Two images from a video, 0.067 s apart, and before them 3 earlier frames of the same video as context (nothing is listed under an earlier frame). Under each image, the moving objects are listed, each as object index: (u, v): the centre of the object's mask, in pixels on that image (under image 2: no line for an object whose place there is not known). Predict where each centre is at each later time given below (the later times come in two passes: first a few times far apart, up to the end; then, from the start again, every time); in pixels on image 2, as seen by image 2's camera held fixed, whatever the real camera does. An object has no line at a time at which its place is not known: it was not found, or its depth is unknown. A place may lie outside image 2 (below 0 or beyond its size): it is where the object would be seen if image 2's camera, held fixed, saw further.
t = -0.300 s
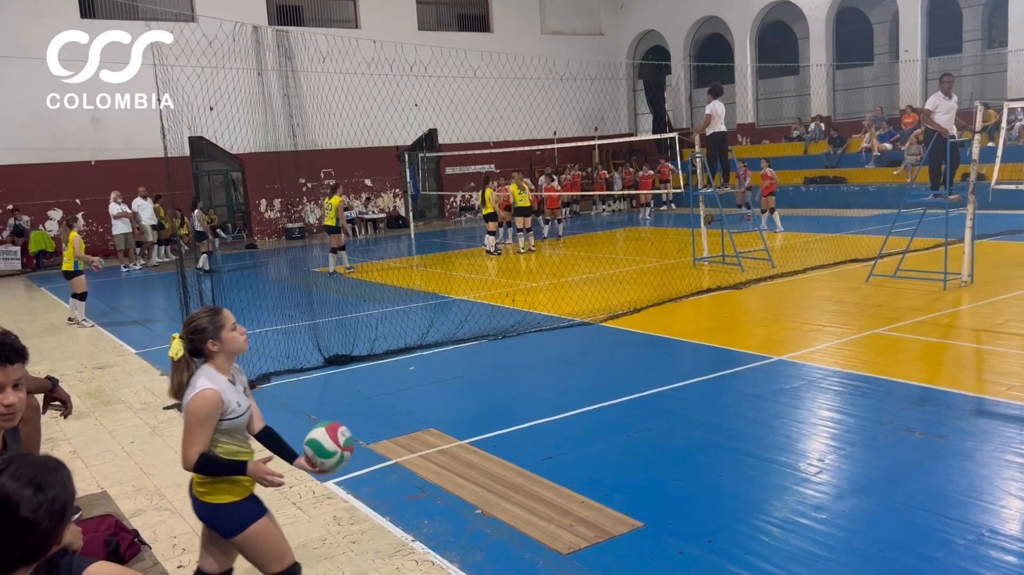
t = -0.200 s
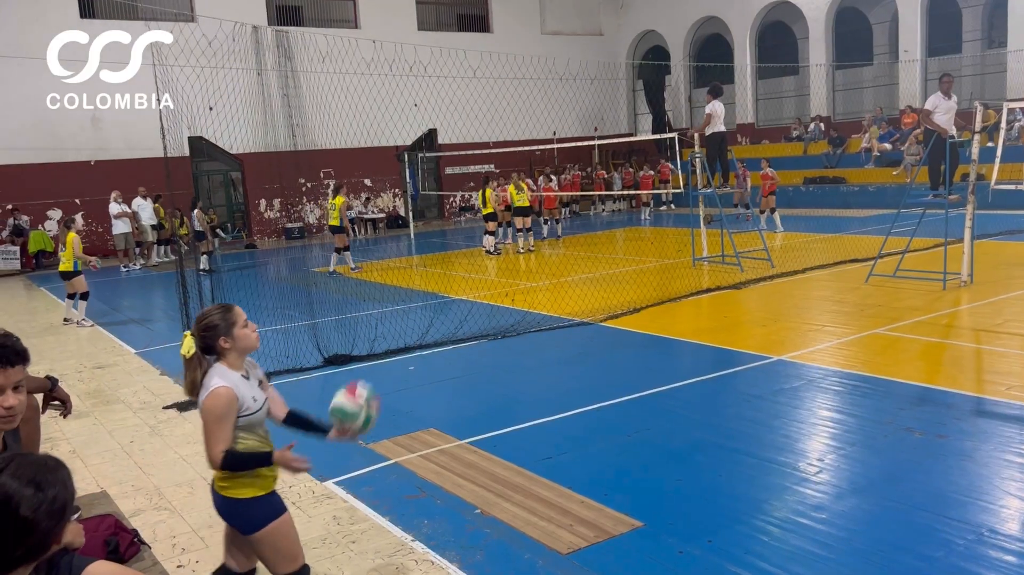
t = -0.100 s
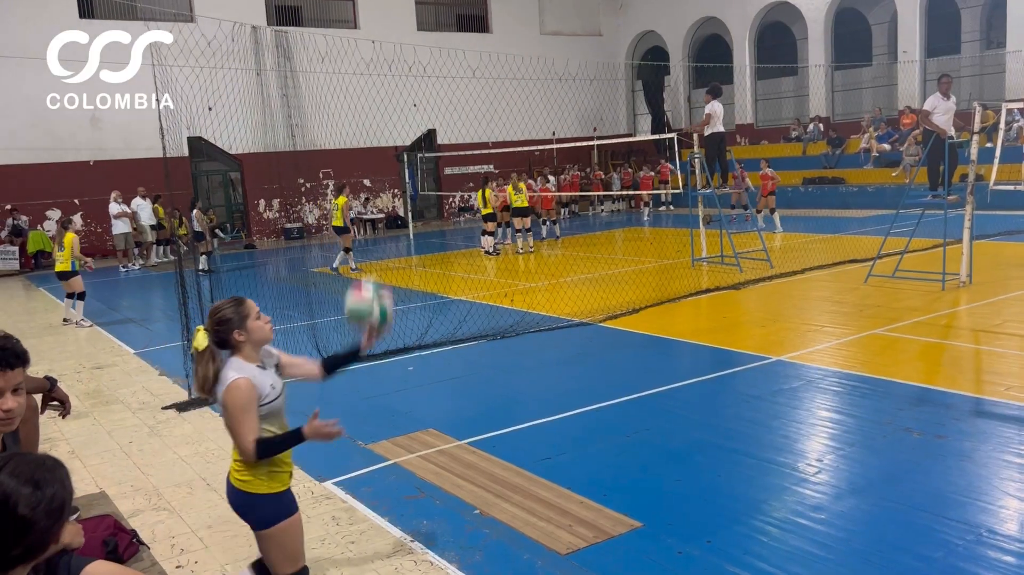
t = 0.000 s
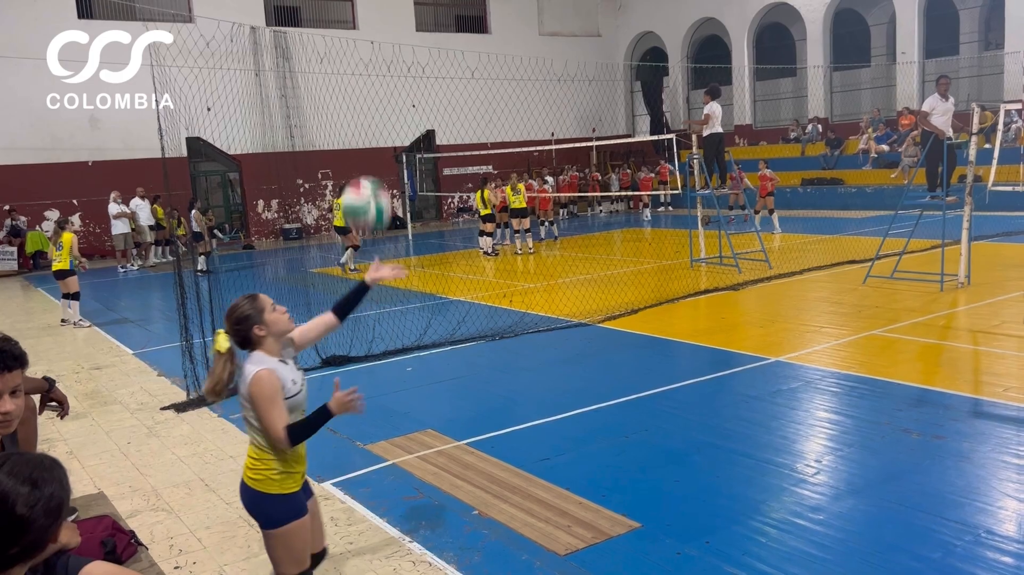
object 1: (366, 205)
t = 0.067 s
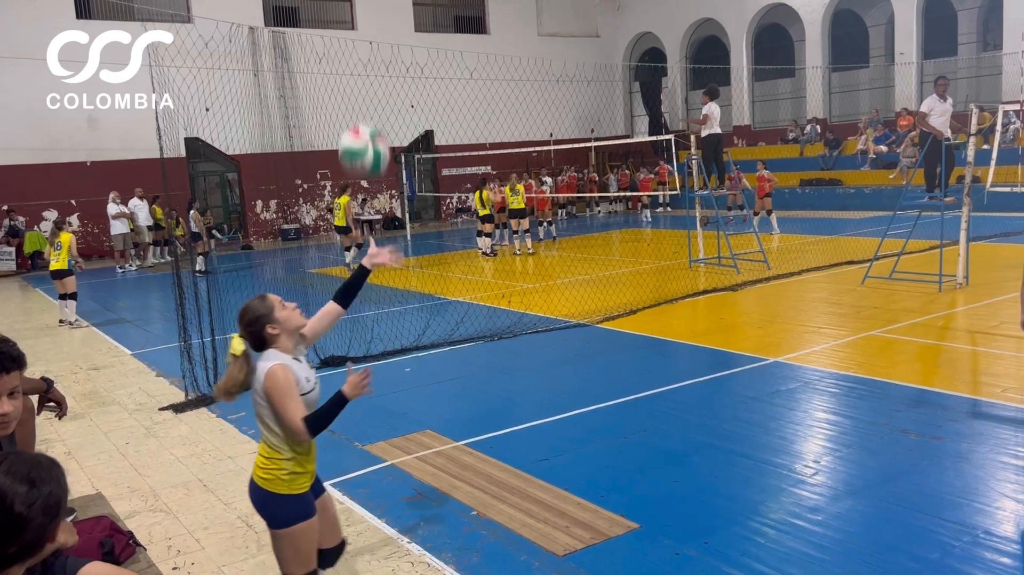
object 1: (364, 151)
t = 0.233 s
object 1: (367, 58)
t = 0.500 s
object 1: (382, 49)
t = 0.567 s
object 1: (389, 73)
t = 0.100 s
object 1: (364, 127)
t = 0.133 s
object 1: (365, 106)
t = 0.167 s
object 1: (365, 87)
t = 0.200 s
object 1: (366, 71)
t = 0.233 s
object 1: (367, 58)
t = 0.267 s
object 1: (369, 47)
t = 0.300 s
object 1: (370, 40)
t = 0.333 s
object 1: (372, 34)
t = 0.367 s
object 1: (374, 32)
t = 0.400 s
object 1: (376, 32)
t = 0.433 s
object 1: (378, 36)
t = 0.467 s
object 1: (380, 41)
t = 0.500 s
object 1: (382, 49)
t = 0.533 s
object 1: (385, 60)
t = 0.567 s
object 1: (389, 73)
